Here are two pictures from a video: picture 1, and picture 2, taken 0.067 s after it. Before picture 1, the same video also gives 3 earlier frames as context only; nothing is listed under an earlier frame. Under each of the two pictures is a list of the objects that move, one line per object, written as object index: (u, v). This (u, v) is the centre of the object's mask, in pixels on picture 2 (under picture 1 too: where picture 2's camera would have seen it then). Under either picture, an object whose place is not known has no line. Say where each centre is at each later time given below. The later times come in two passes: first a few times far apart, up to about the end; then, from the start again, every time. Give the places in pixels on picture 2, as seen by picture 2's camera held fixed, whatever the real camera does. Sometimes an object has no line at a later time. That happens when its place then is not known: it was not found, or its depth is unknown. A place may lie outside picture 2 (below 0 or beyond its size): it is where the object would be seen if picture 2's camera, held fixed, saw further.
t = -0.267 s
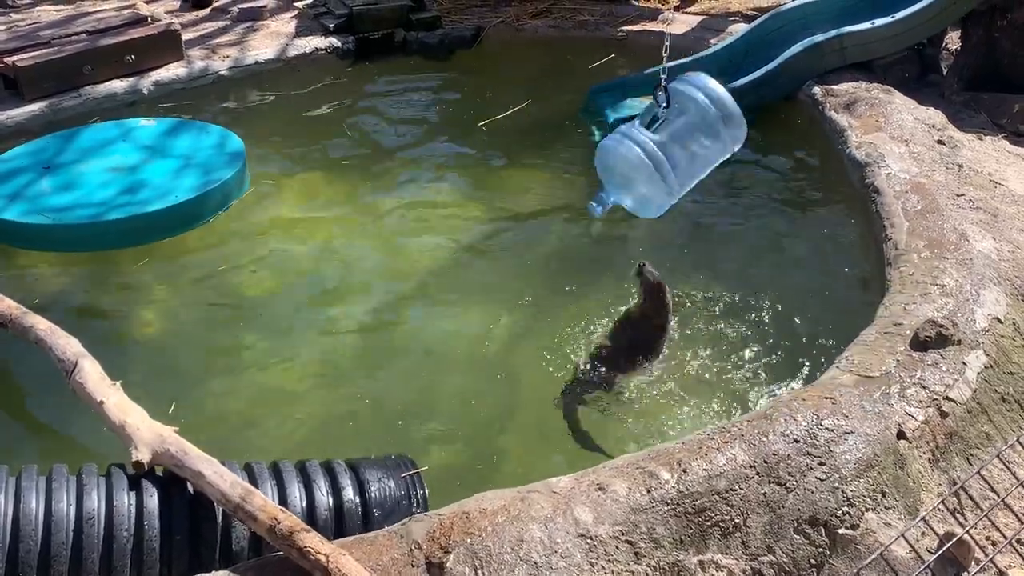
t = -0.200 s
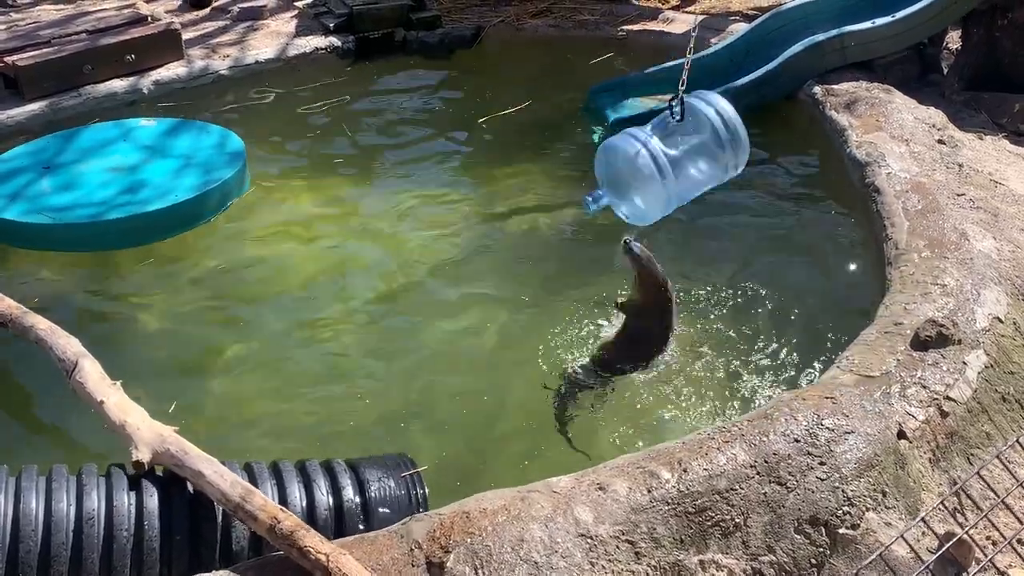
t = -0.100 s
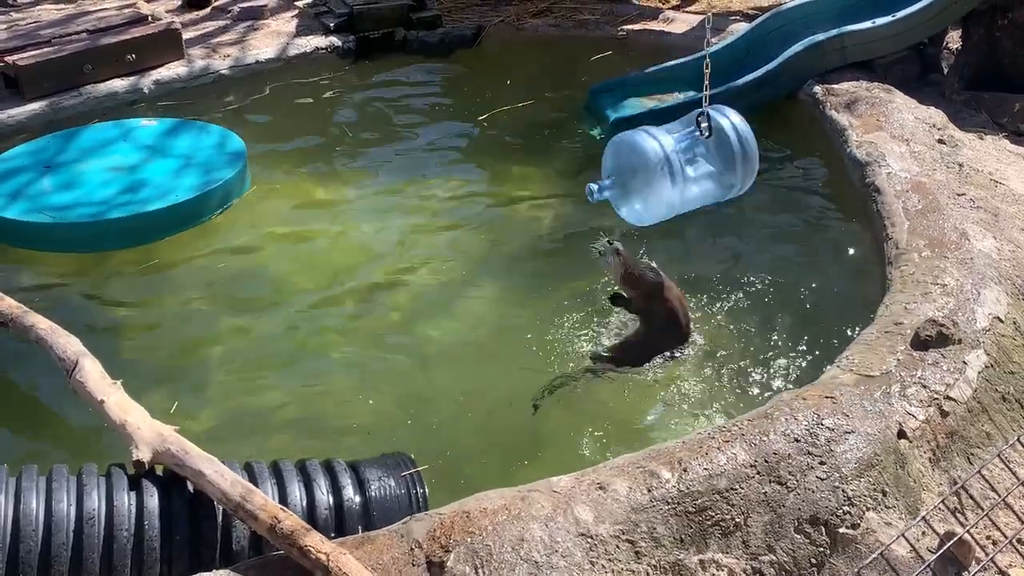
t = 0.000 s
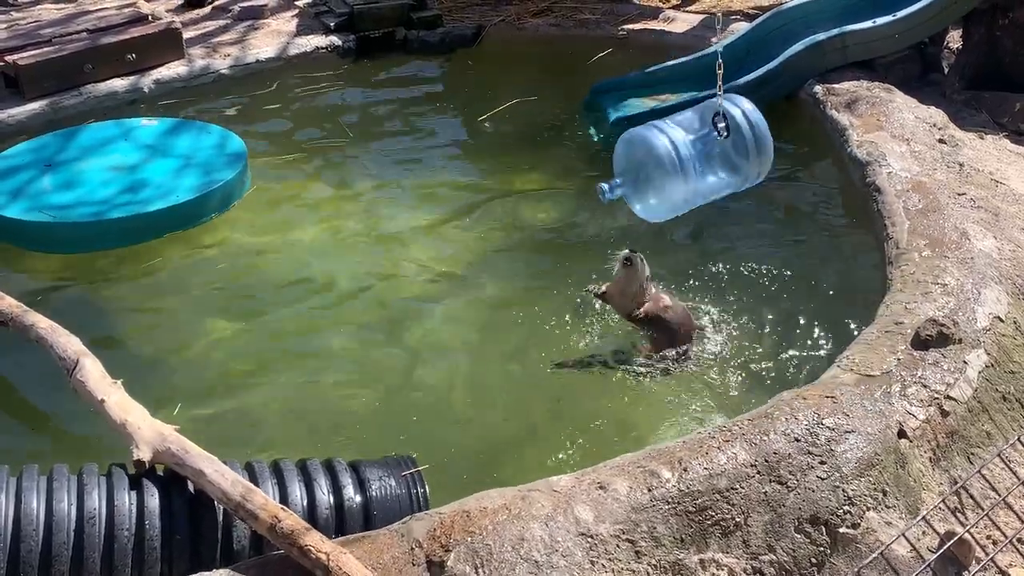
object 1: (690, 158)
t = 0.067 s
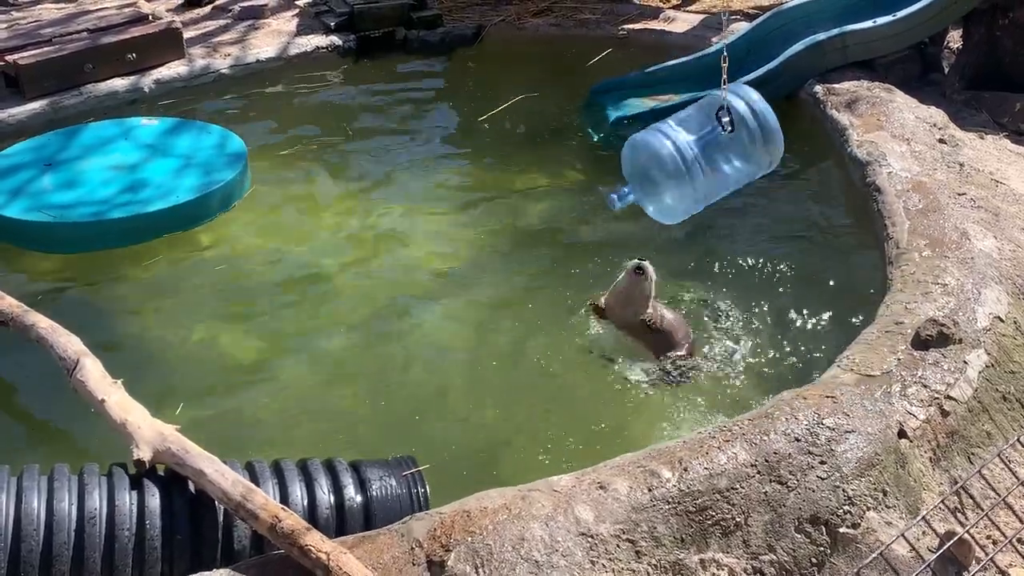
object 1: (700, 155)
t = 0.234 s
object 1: (724, 165)
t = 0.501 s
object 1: (752, 201)
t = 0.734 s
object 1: (739, 185)
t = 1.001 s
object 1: (719, 179)
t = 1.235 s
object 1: (704, 170)
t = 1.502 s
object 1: (678, 137)
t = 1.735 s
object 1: (651, 141)
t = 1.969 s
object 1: (647, 141)
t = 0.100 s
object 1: (704, 156)
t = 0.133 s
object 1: (709, 156)
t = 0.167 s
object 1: (714, 158)
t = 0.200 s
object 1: (719, 161)
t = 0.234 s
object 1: (724, 165)
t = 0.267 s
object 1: (730, 172)
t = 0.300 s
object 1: (735, 177)
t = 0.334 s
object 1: (740, 182)
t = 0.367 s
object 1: (744, 187)
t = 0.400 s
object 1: (748, 191)
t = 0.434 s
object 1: (750, 196)
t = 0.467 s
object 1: (752, 199)
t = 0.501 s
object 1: (752, 201)
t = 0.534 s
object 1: (753, 202)
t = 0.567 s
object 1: (752, 201)
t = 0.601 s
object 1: (750, 199)
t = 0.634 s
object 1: (748, 196)
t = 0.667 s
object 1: (746, 193)
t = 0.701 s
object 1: (742, 189)
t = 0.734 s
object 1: (739, 185)
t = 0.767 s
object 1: (736, 182)
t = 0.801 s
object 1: (733, 179)
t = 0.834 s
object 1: (730, 177)
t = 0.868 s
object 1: (727, 176)
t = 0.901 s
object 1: (725, 176)
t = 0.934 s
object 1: (722, 177)
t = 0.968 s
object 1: (720, 178)
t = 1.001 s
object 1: (719, 179)
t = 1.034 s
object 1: (718, 180)
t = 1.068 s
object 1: (716, 180)
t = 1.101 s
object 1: (715, 181)
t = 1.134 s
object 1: (712, 180)
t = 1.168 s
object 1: (710, 178)
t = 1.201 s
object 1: (707, 175)
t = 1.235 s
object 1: (704, 170)
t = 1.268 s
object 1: (701, 165)
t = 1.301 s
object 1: (698, 160)
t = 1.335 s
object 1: (695, 154)
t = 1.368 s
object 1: (691, 149)
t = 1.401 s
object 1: (688, 145)
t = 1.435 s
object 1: (685, 141)
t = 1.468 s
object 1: (681, 139)
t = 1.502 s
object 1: (678, 137)
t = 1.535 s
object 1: (674, 137)
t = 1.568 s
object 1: (670, 136)
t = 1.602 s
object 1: (666, 137)
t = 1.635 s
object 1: (662, 138)
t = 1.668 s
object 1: (658, 139)
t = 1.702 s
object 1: (655, 140)
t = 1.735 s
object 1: (651, 141)
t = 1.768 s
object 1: (649, 142)
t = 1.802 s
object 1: (646, 142)
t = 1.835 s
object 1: (645, 142)
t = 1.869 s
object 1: (644, 141)
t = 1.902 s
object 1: (645, 141)
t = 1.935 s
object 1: (646, 141)
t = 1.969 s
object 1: (647, 141)
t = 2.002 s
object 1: (649, 141)
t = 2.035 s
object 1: (652, 141)
